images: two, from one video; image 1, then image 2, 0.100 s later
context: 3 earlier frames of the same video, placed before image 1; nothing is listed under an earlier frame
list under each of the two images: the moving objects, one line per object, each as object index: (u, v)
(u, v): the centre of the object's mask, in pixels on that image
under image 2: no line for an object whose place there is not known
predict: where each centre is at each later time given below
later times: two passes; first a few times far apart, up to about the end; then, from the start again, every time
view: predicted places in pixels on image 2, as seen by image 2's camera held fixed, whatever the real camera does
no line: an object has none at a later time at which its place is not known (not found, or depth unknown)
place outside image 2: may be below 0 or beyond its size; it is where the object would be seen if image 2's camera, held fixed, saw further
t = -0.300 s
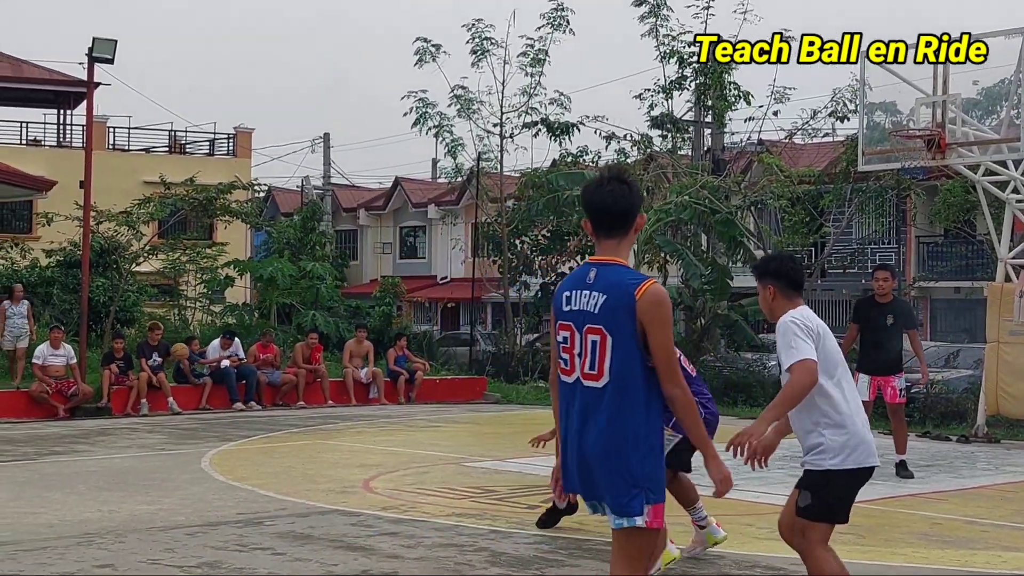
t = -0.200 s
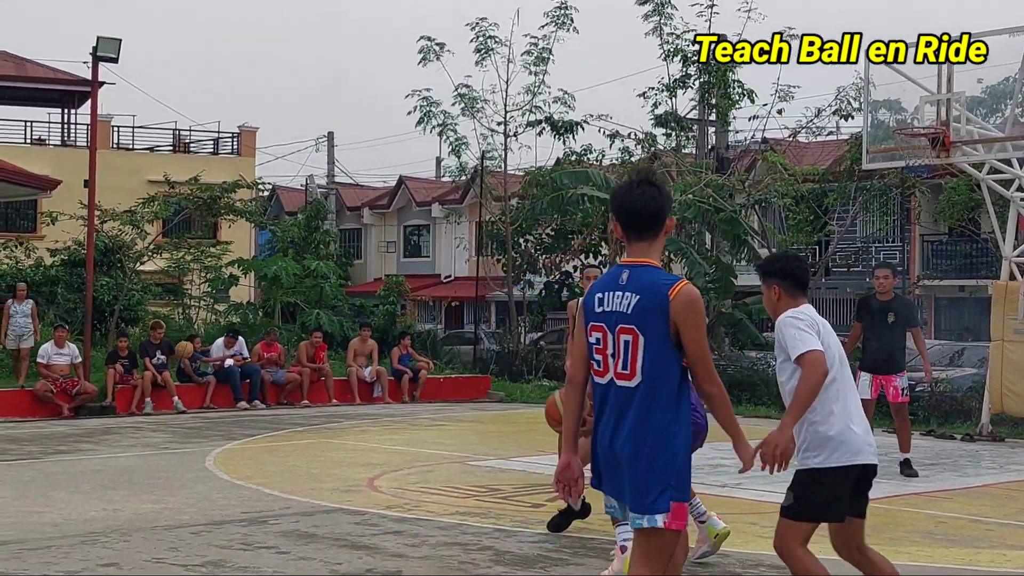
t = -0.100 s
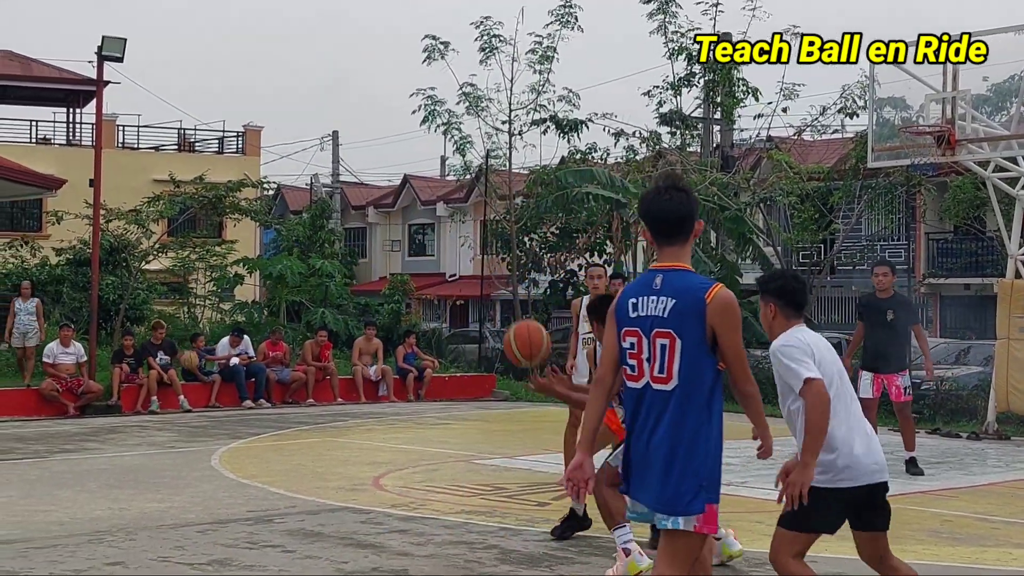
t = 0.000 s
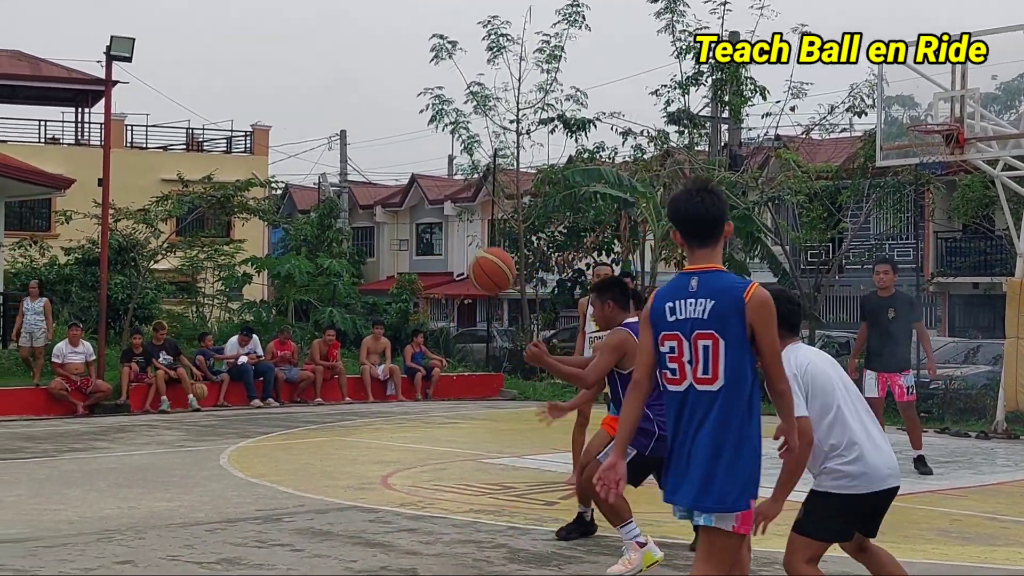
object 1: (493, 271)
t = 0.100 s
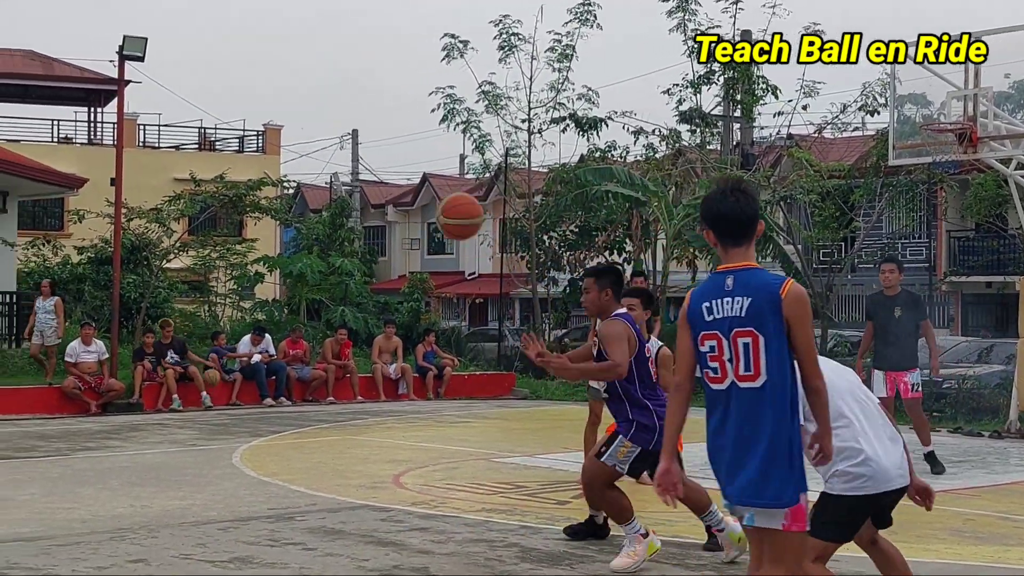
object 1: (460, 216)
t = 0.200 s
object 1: (415, 181)
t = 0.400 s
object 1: (328, 167)
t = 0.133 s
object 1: (446, 203)
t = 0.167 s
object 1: (430, 190)
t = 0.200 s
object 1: (415, 181)
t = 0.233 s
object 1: (400, 174)
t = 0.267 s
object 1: (386, 168)
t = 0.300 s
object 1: (371, 164)
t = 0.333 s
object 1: (356, 163)
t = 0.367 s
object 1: (342, 164)
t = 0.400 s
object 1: (328, 167)
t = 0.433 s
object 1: (313, 172)
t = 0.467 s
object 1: (298, 180)
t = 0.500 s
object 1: (282, 190)
